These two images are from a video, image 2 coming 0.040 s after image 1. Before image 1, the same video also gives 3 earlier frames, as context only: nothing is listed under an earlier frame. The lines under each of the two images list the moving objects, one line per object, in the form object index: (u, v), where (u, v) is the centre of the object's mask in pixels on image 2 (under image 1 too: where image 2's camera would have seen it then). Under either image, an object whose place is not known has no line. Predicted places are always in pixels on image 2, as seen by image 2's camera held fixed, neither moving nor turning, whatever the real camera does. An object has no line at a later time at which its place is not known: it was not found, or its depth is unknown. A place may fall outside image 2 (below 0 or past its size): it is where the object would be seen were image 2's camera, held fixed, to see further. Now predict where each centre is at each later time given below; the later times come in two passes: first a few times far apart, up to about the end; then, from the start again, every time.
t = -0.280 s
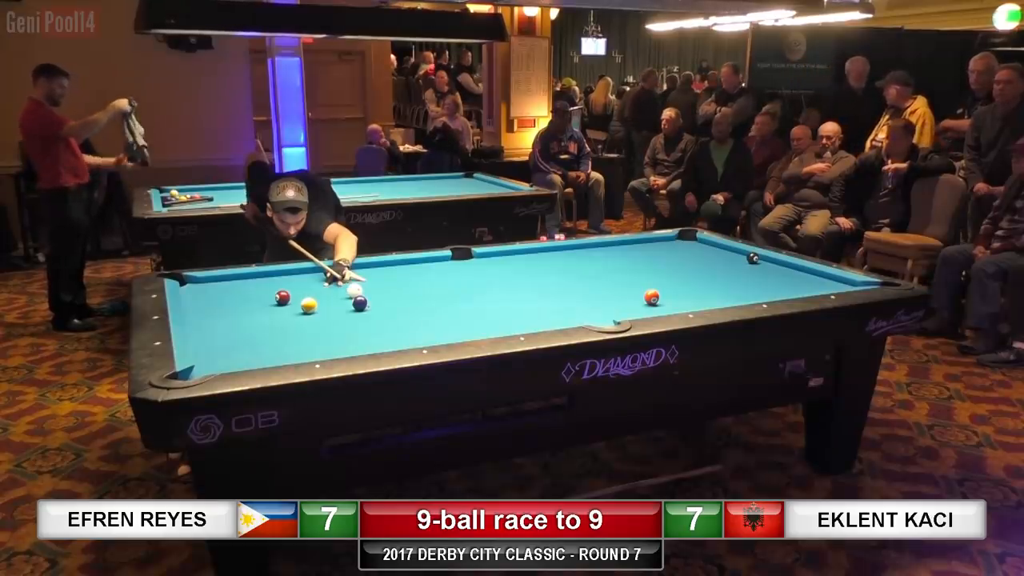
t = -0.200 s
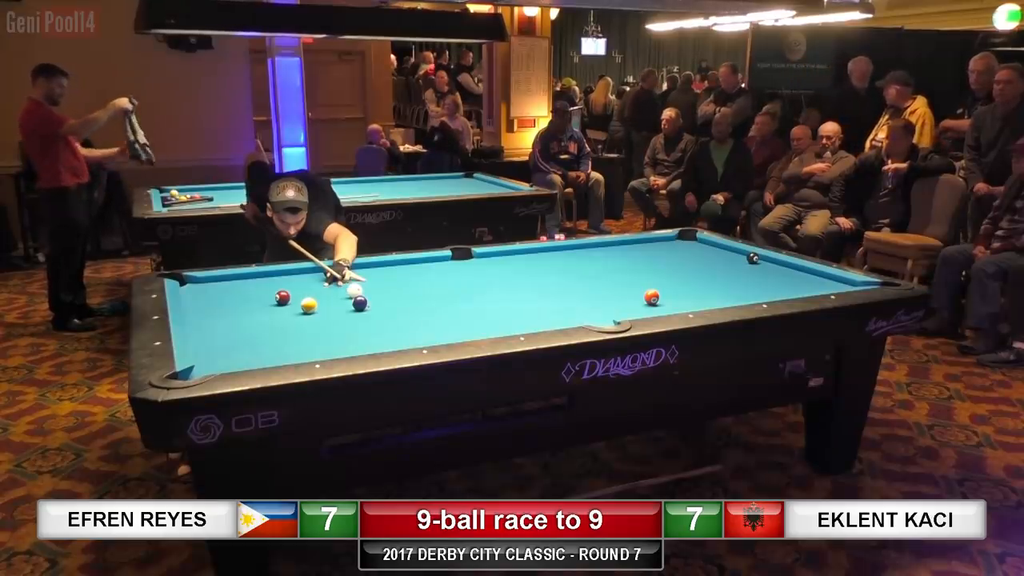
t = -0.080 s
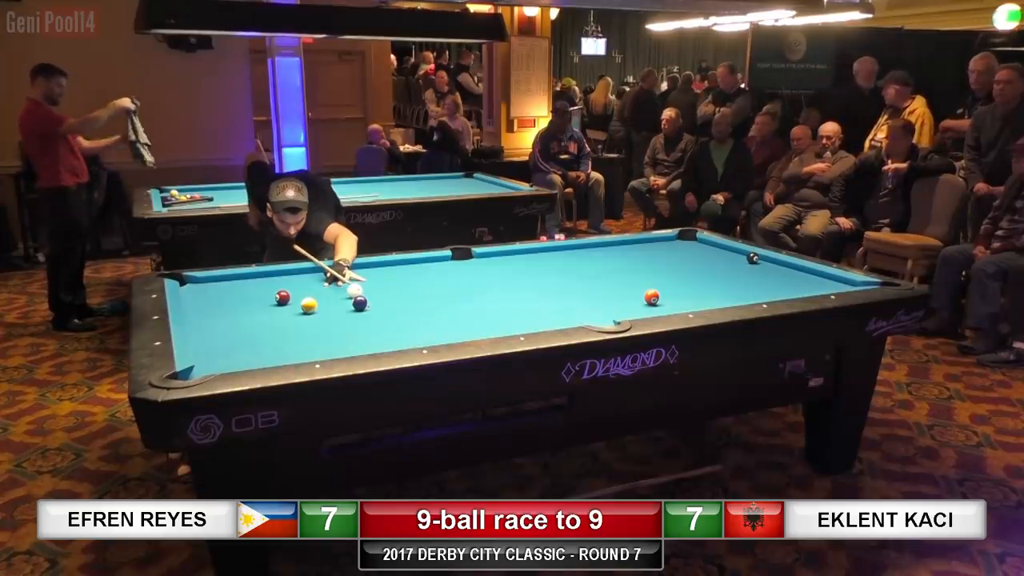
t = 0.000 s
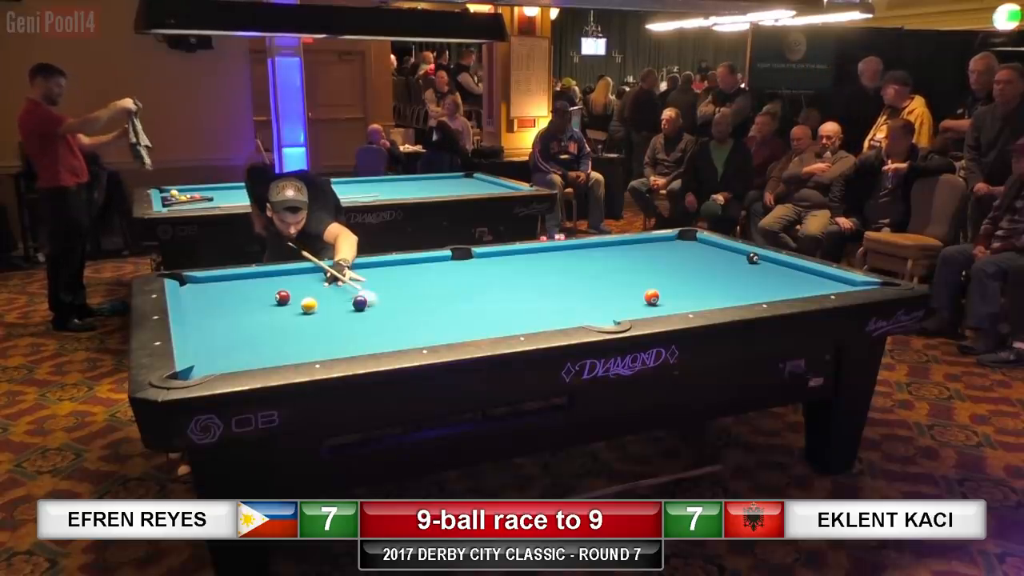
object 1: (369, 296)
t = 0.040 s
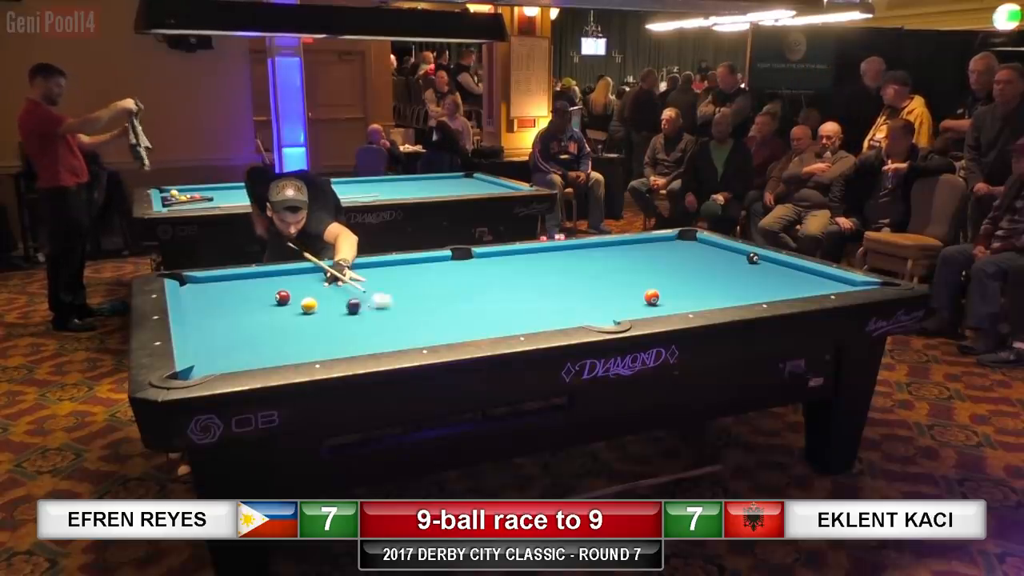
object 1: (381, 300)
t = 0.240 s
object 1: (461, 313)
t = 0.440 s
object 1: (542, 322)
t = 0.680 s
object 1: (571, 304)
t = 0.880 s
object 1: (593, 289)
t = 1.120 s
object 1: (615, 274)
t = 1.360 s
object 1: (635, 261)
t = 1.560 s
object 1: (649, 252)
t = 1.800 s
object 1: (663, 242)
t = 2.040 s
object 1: (687, 238)
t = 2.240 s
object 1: (691, 240)
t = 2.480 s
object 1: (684, 242)
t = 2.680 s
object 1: (679, 245)
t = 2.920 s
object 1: (674, 247)
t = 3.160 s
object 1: (668, 250)
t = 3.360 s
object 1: (663, 252)
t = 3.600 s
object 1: (658, 254)
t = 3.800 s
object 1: (654, 256)
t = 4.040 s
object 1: (649, 258)
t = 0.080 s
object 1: (397, 302)
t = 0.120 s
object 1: (412, 305)
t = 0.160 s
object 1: (428, 307)
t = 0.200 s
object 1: (444, 310)
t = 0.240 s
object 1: (461, 313)
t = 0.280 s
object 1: (477, 316)
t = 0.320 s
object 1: (494, 319)
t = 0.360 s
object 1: (511, 322)
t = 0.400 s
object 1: (528, 323)
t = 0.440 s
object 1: (542, 322)
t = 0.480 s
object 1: (546, 319)
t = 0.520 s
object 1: (551, 317)
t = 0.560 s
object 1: (556, 314)
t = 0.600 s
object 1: (561, 310)
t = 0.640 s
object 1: (566, 307)
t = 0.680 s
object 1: (571, 304)
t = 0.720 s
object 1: (575, 301)
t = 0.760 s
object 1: (580, 298)
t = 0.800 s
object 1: (584, 295)
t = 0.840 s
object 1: (589, 292)
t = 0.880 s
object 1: (593, 289)
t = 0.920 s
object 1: (597, 286)
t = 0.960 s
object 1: (601, 284)
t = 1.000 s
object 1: (605, 281)
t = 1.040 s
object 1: (608, 279)
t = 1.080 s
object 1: (612, 276)
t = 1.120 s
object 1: (615, 274)
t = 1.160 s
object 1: (619, 271)
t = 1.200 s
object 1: (622, 269)
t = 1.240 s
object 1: (625, 267)
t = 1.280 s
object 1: (629, 265)
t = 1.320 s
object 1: (632, 263)
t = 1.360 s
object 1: (635, 261)
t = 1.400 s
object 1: (638, 259)
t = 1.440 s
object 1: (641, 257)
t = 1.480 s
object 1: (643, 255)
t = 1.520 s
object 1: (646, 253)
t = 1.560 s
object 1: (649, 252)
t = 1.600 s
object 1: (651, 250)
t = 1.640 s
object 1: (654, 248)
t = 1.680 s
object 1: (656, 246)
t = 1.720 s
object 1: (658, 245)
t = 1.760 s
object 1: (661, 243)
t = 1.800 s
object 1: (663, 242)
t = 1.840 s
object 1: (665, 240)
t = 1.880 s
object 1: (668, 239)
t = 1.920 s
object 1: (670, 237)
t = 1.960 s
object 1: (675, 237)
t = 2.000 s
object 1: (681, 238)
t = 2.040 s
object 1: (687, 238)
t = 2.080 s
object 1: (692, 238)
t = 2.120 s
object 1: (694, 238)
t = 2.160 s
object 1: (693, 239)
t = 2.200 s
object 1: (692, 239)
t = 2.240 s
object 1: (691, 240)
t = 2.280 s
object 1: (690, 240)
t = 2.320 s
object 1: (689, 241)
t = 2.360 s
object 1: (688, 241)
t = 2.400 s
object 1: (687, 242)
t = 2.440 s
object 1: (686, 242)
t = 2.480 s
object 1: (684, 242)
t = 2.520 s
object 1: (683, 243)
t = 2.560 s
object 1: (683, 243)
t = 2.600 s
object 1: (681, 244)
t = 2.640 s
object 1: (680, 244)
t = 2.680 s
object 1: (679, 245)
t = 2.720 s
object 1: (678, 245)
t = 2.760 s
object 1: (677, 245)
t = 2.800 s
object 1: (677, 246)
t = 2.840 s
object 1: (676, 247)
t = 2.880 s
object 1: (674, 247)
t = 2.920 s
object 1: (674, 247)
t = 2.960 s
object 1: (673, 248)
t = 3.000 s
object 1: (672, 248)
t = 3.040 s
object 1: (671, 248)
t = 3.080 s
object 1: (670, 249)
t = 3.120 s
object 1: (669, 249)
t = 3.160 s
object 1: (668, 250)
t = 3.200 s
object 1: (667, 250)
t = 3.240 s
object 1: (666, 251)
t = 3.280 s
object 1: (665, 251)
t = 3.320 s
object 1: (664, 251)
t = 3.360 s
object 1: (663, 252)
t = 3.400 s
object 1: (662, 252)
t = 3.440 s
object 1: (661, 253)
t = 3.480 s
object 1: (661, 253)
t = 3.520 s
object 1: (659, 253)
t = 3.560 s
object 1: (659, 254)
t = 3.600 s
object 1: (658, 254)
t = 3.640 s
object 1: (657, 254)
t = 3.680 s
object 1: (656, 255)
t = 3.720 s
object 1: (656, 255)
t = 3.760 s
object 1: (655, 256)
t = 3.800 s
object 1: (654, 256)
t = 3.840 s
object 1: (653, 256)
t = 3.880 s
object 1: (652, 257)
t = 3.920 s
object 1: (652, 257)
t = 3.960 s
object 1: (651, 257)
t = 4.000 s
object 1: (650, 258)
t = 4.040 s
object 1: (649, 258)
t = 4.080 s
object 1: (649, 259)
